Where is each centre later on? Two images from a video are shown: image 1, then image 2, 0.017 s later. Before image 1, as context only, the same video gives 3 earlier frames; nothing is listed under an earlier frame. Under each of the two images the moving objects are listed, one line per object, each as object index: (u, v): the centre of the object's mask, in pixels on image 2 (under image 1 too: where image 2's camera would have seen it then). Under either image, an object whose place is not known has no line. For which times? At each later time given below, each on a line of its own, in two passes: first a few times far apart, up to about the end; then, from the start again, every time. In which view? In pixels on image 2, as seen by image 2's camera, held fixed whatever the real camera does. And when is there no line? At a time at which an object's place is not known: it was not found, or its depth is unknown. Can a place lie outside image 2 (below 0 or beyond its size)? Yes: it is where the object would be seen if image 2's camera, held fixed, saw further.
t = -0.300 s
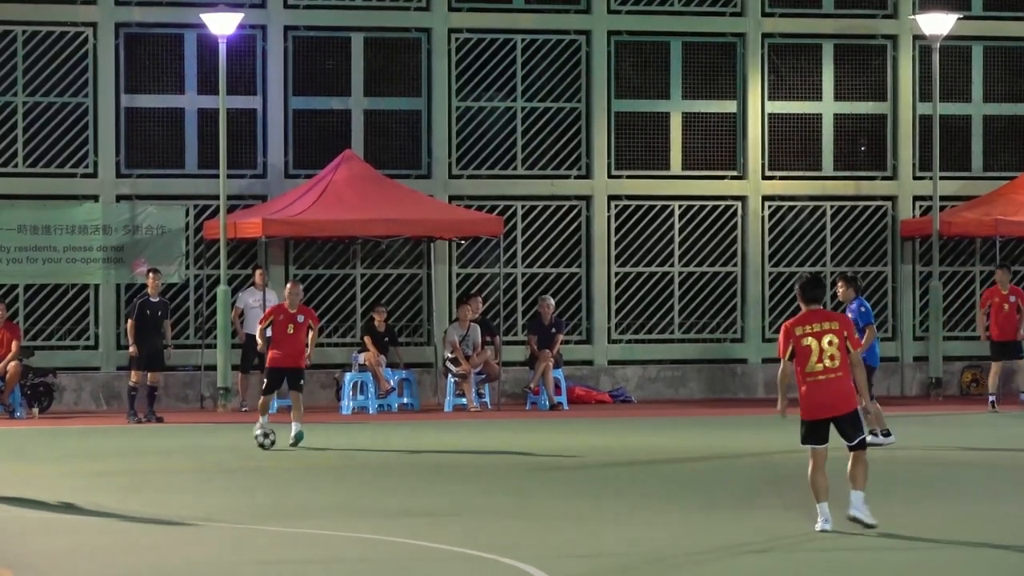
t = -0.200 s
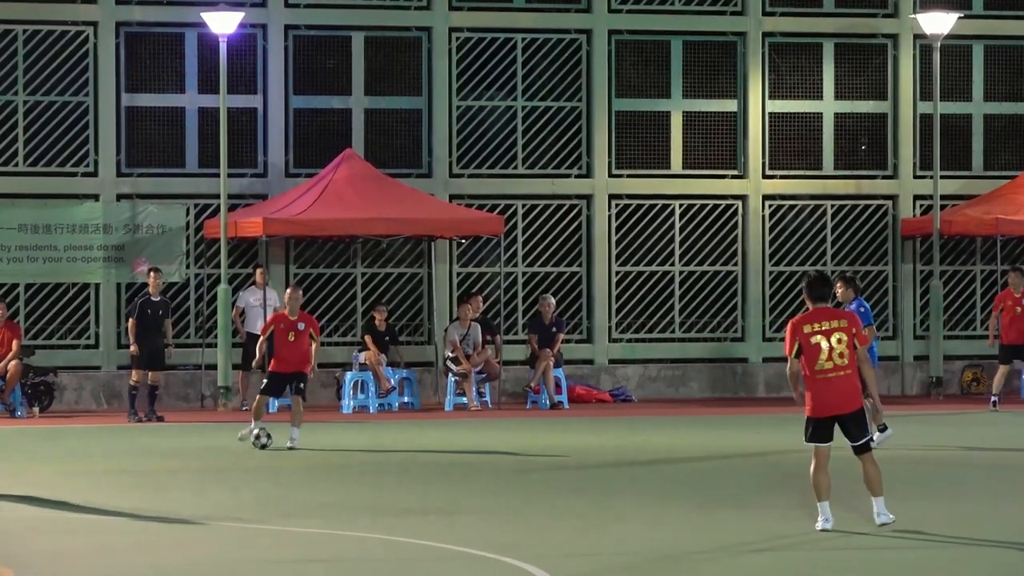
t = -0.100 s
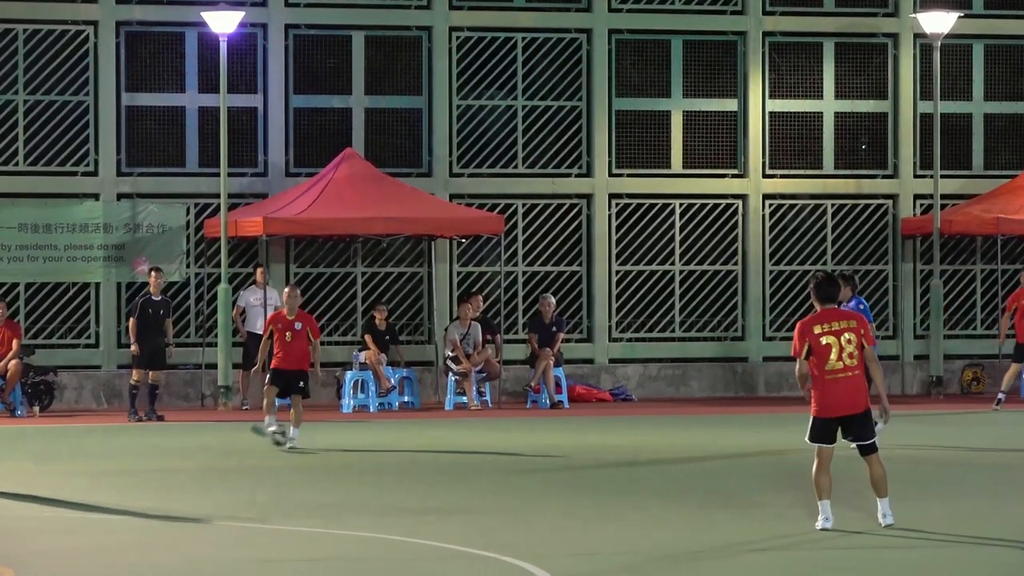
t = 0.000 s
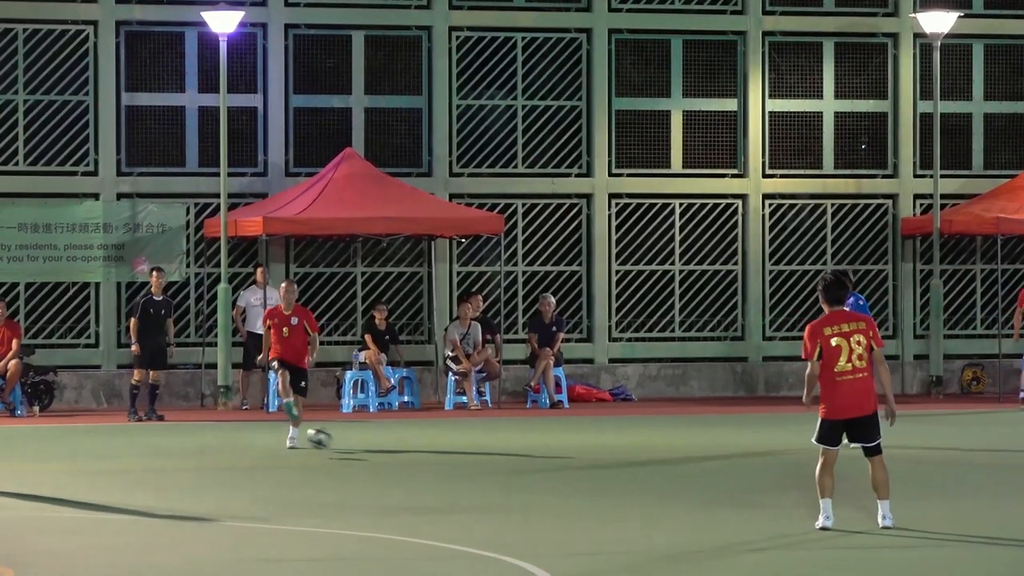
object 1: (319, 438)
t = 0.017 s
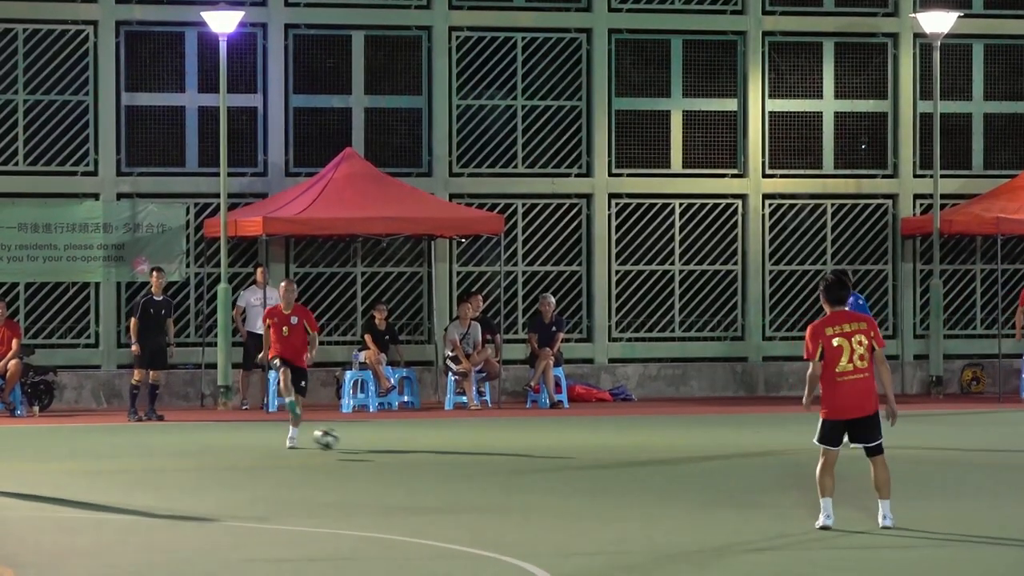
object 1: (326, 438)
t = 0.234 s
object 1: (420, 454)
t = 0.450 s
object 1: (505, 463)
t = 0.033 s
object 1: (334, 441)
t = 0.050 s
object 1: (341, 443)
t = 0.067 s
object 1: (348, 445)
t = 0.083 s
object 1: (355, 448)
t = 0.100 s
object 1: (364, 452)
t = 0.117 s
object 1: (371, 455)
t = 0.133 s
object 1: (378, 454)
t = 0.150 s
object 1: (386, 453)
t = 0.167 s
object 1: (393, 453)
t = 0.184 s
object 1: (399, 453)
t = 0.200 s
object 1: (405, 454)
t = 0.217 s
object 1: (413, 453)
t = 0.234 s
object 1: (420, 454)
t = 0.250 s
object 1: (426, 455)
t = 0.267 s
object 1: (434, 457)
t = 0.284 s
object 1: (441, 459)
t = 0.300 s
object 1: (449, 462)
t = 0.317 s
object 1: (456, 465)
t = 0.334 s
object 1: (464, 468)
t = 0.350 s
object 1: (469, 468)
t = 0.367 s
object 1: (476, 466)
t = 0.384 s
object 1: (481, 464)
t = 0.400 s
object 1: (488, 463)
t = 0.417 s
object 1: (493, 463)
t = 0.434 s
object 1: (499, 463)
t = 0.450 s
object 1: (505, 463)
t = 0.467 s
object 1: (511, 464)
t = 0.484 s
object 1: (517, 465)
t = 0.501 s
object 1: (524, 466)
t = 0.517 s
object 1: (531, 468)
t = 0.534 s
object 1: (537, 471)
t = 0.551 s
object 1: (543, 473)
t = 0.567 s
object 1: (549, 476)
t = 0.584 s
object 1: (556, 480)
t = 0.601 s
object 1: (563, 483)
